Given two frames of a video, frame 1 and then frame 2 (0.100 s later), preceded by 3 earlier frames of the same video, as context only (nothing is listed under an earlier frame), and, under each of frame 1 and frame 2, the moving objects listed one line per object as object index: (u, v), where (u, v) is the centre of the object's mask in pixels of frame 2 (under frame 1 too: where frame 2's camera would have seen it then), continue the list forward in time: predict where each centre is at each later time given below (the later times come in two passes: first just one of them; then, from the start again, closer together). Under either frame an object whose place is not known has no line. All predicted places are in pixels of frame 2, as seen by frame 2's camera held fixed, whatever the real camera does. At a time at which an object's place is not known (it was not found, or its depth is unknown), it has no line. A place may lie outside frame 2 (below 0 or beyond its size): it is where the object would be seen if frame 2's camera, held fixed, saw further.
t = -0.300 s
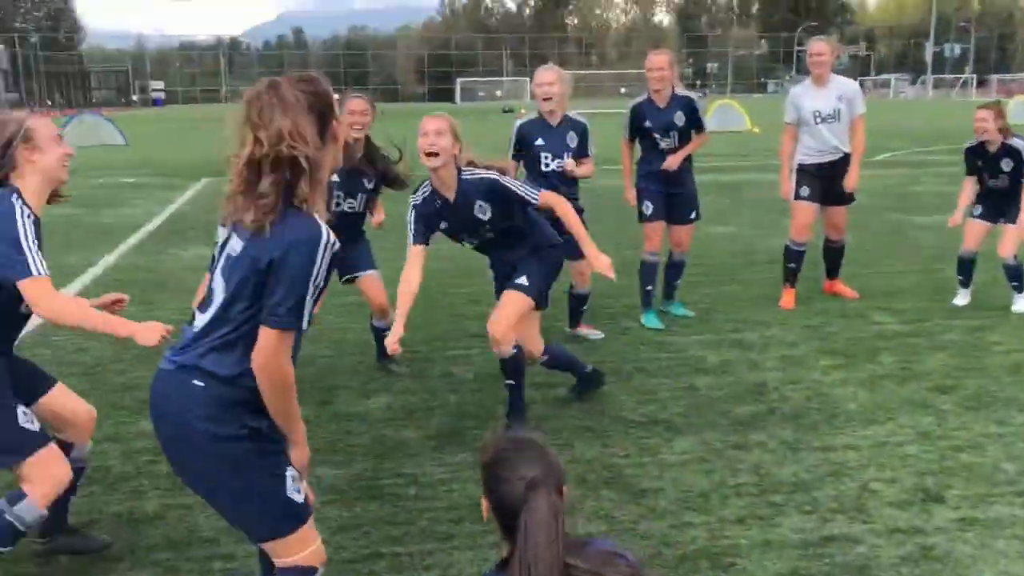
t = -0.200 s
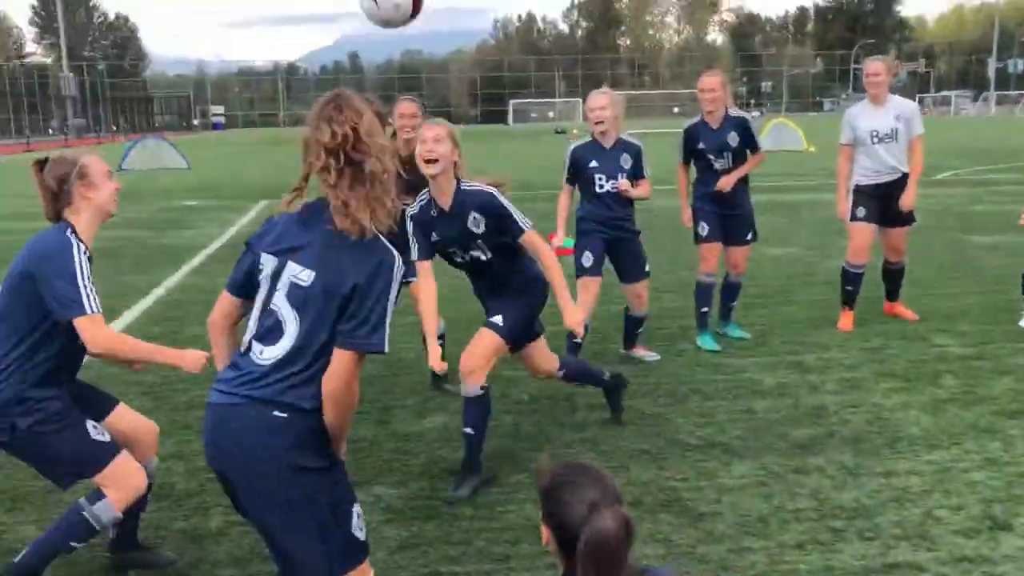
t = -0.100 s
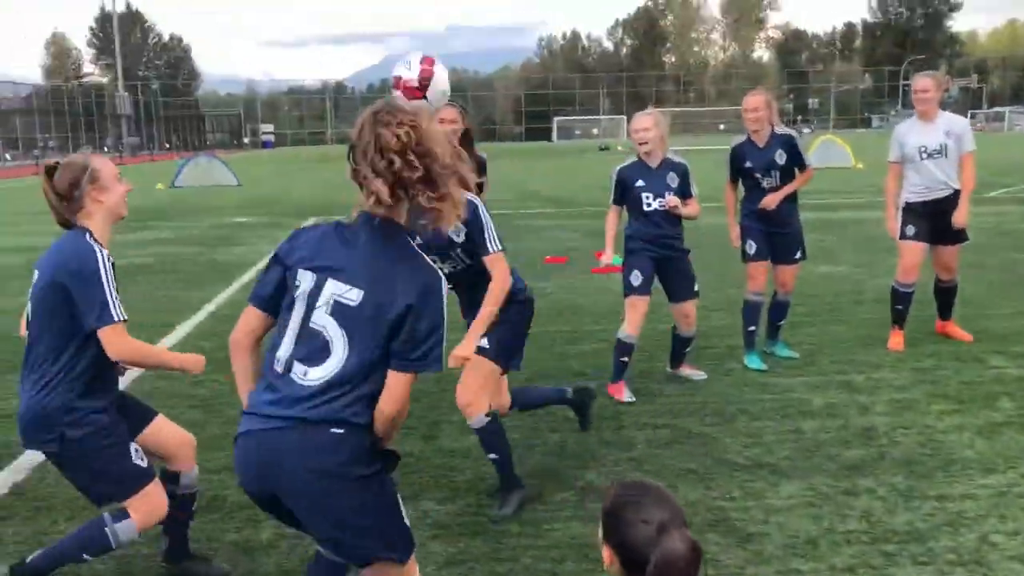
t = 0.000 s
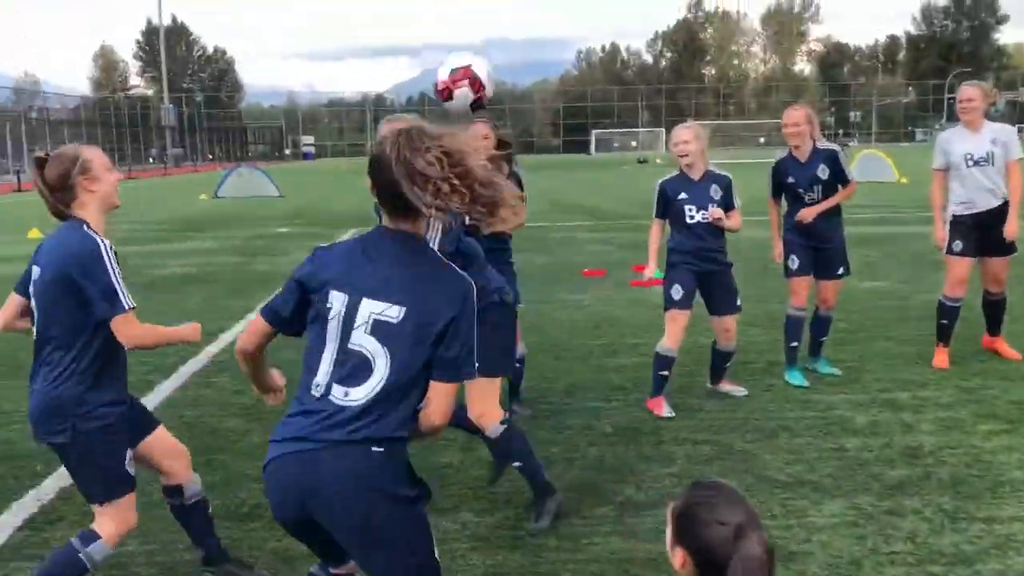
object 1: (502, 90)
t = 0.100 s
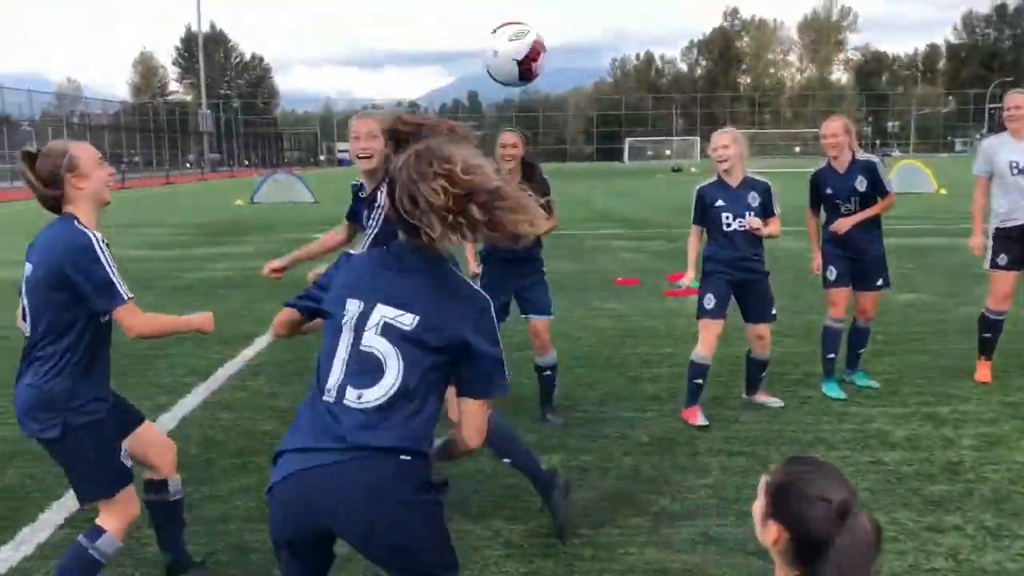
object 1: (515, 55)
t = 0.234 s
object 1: (535, 45)
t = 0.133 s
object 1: (518, 47)
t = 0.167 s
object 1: (523, 43)
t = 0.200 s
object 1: (529, 43)
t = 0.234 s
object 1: (535, 45)
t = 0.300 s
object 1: (549, 62)
